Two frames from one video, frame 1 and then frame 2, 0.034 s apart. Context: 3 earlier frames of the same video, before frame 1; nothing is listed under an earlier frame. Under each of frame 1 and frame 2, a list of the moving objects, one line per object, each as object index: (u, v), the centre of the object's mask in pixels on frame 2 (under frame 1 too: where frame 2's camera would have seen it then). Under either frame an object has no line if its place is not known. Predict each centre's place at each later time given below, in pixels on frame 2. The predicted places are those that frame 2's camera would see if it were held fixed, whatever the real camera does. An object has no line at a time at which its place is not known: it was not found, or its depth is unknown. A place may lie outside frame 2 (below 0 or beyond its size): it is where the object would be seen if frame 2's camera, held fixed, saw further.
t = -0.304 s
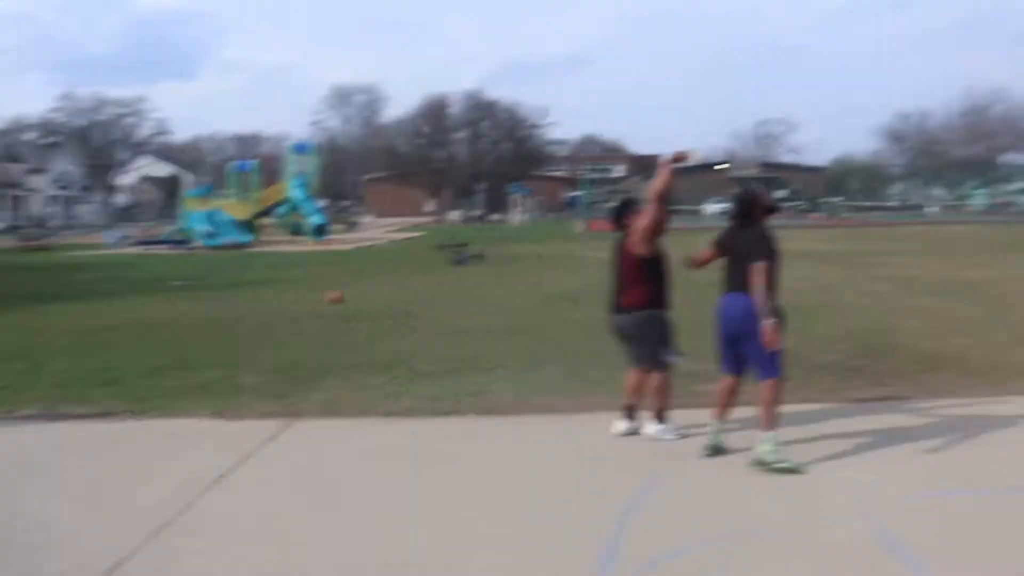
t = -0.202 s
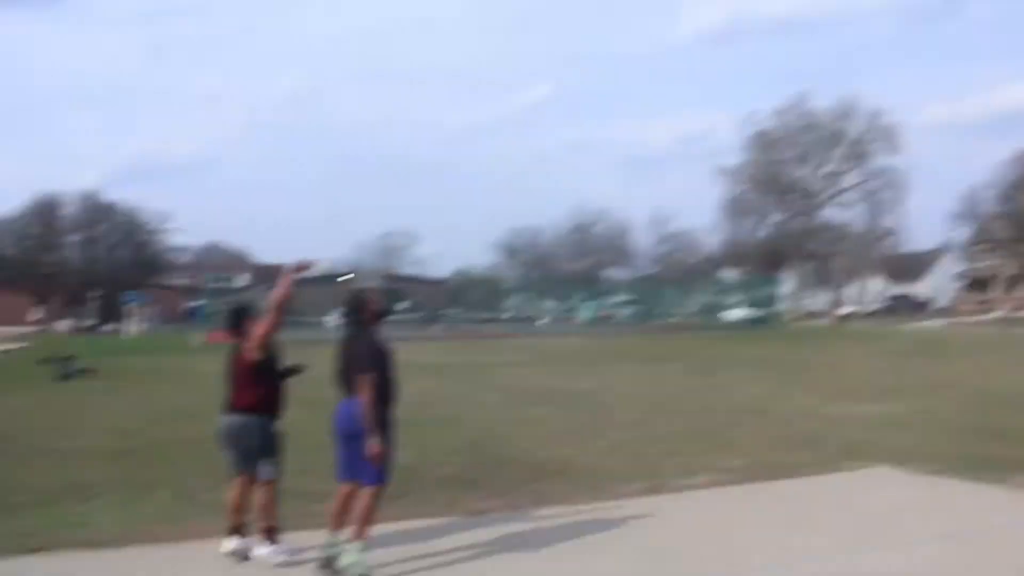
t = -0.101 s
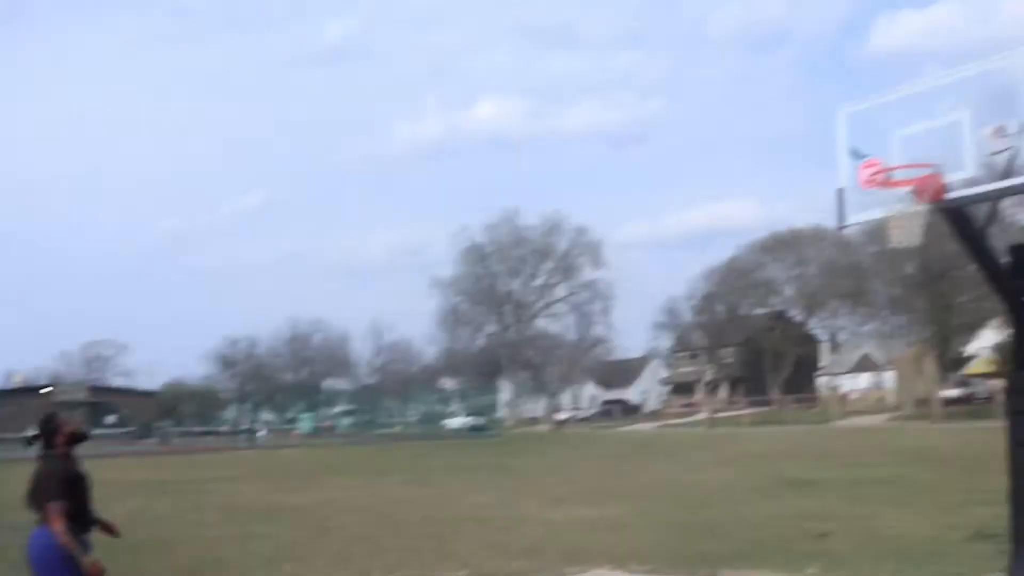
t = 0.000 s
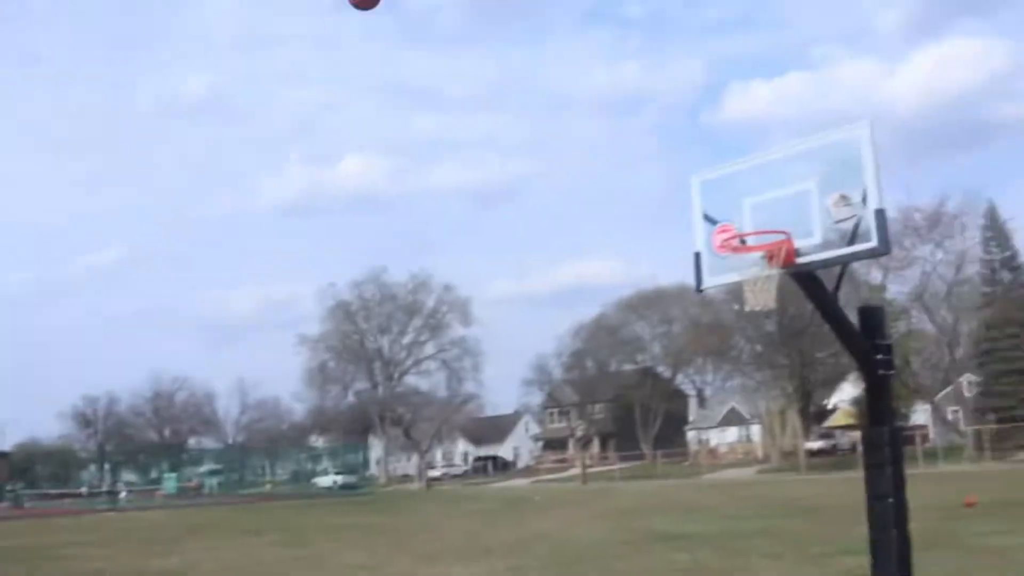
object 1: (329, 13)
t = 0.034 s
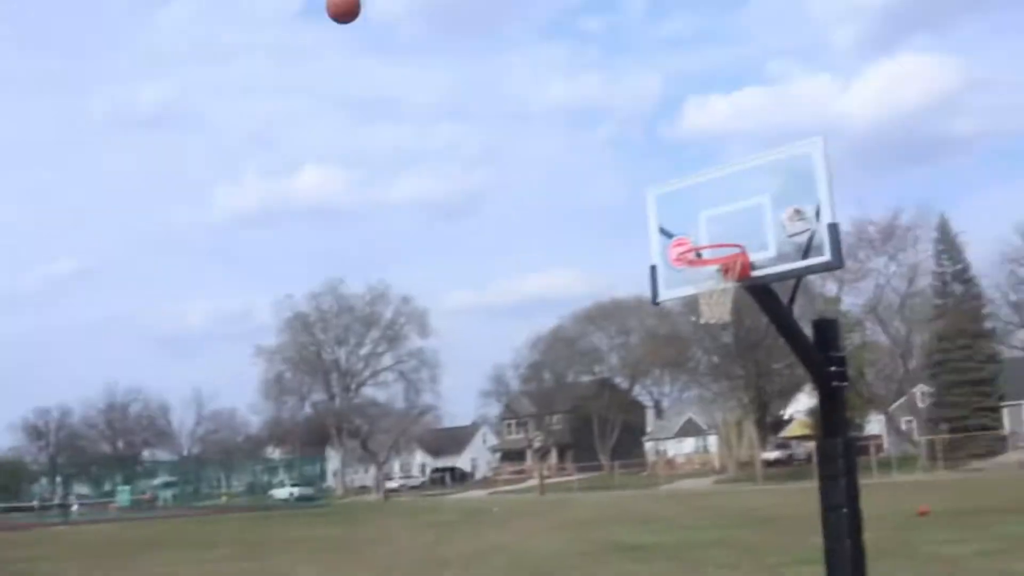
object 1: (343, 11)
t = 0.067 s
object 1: (355, 10)
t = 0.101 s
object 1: (378, 16)
